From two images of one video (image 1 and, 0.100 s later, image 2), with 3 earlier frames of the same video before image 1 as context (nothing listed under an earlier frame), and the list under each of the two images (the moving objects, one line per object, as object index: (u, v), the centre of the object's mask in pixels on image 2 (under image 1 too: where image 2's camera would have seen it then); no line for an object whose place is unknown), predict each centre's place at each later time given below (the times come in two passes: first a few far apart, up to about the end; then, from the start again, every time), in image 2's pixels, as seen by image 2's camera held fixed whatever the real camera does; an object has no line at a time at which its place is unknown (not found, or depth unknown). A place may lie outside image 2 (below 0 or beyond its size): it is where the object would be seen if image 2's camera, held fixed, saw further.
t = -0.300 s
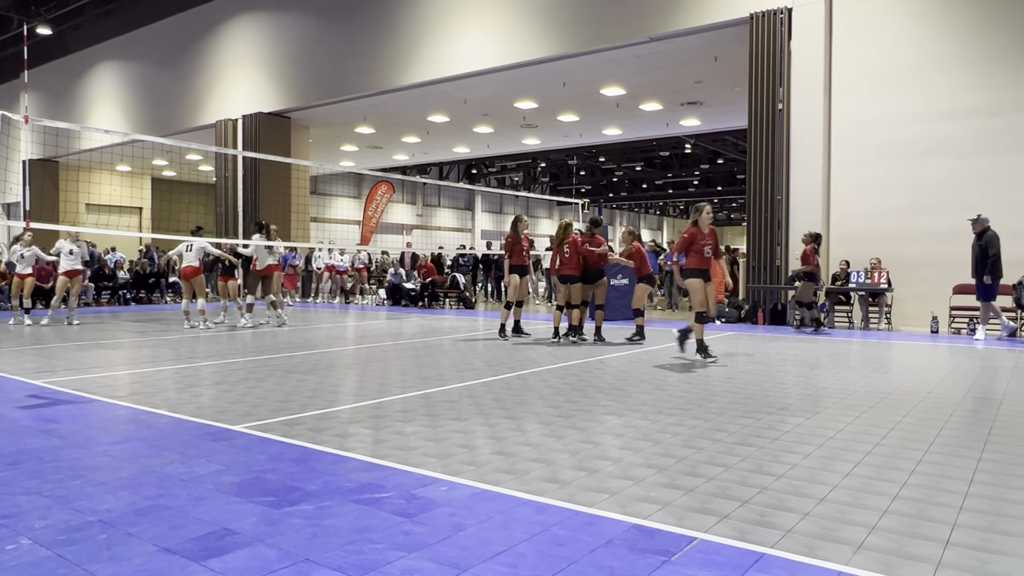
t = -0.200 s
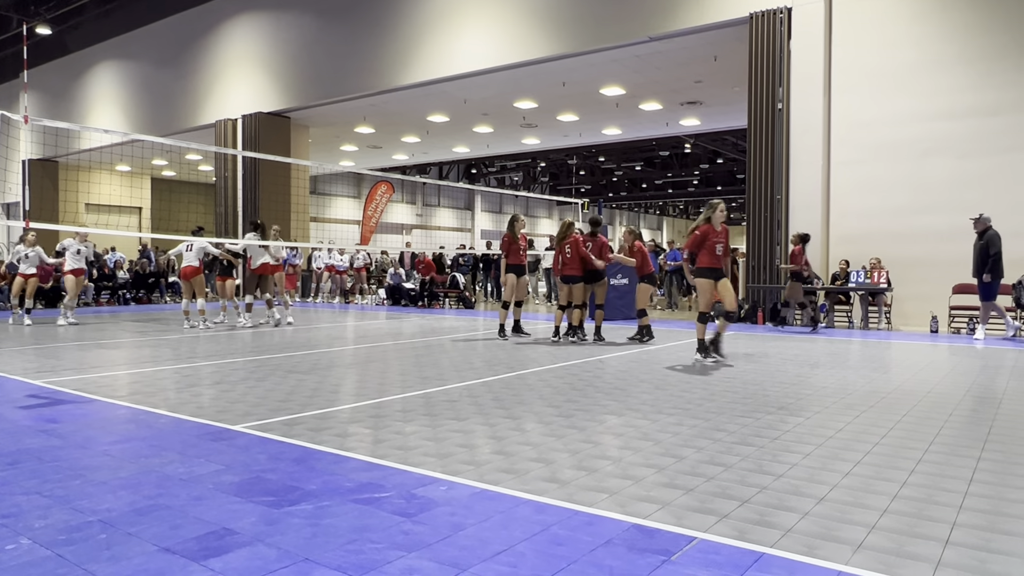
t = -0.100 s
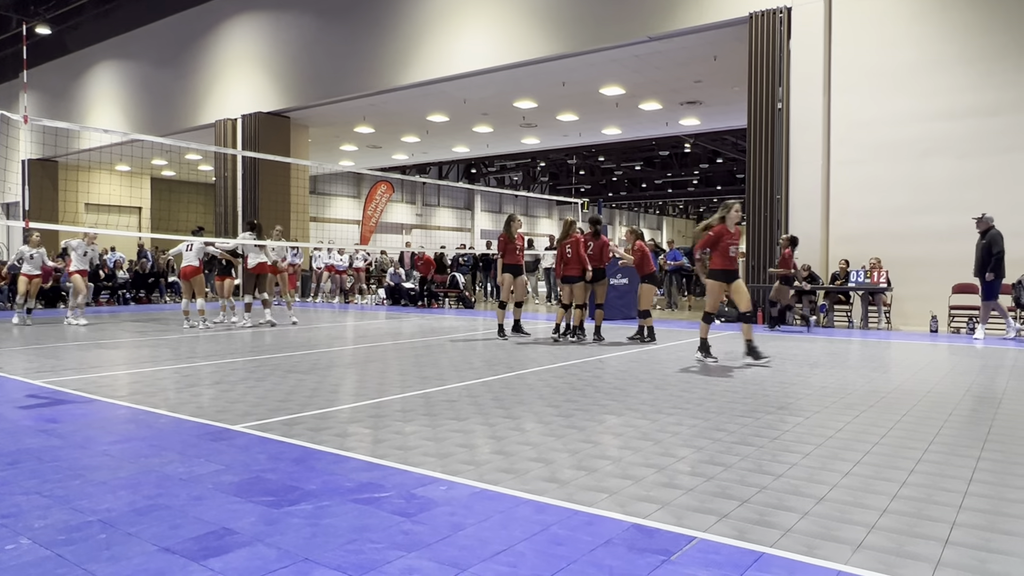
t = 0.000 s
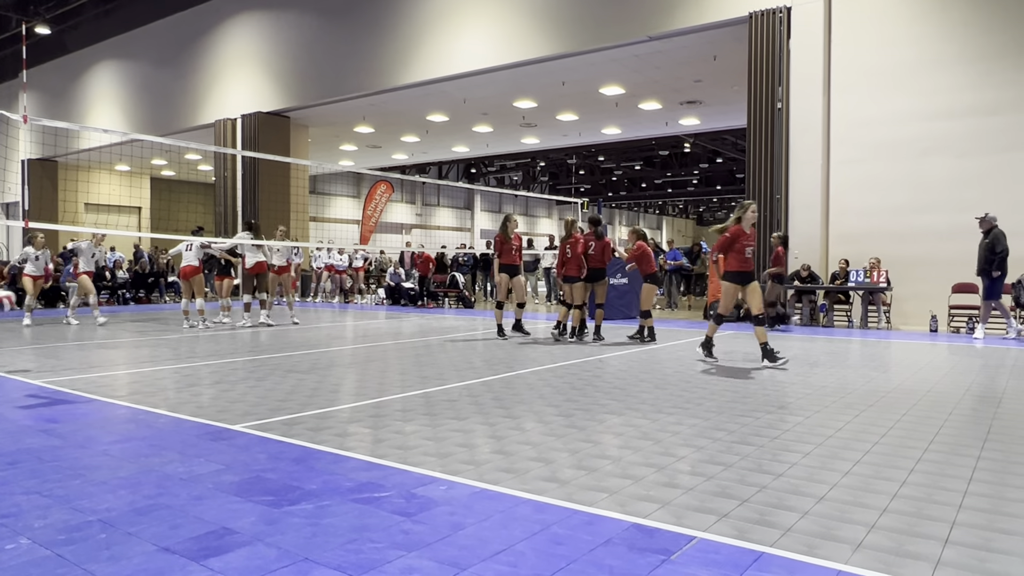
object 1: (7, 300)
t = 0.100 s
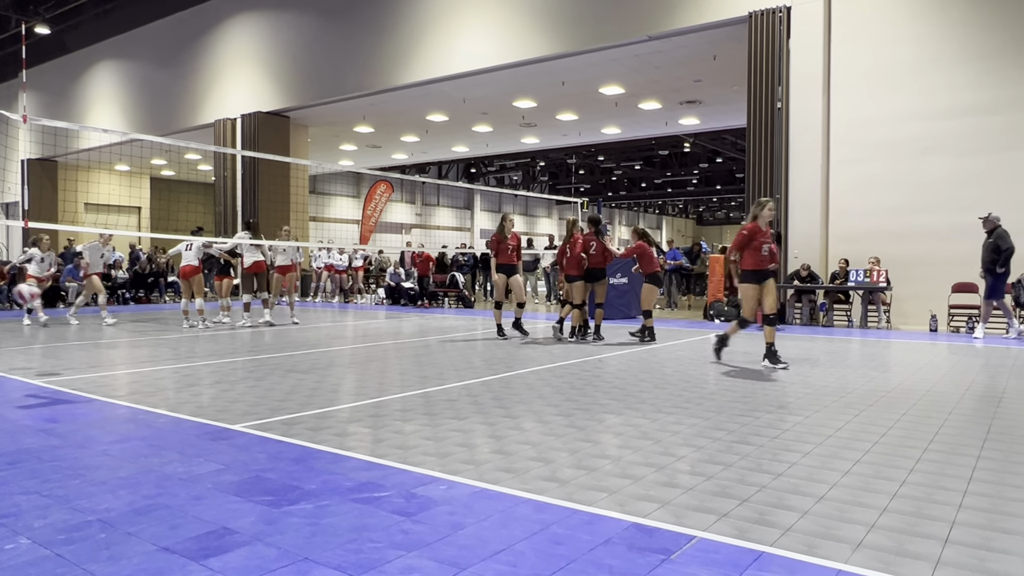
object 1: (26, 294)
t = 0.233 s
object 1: (61, 301)
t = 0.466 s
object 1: (124, 364)
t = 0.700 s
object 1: (195, 326)
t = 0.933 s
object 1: (271, 336)
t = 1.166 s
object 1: (355, 374)
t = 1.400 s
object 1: (447, 353)
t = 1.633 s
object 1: (546, 403)
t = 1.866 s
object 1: (657, 380)
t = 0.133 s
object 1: (35, 295)
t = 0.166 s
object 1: (43, 296)
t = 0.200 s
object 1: (52, 297)
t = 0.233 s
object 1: (61, 301)
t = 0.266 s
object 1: (70, 305)
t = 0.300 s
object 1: (78, 312)
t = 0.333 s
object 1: (88, 319)
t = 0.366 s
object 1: (95, 329)
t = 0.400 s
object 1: (105, 339)
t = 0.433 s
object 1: (114, 350)
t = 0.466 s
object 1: (124, 364)
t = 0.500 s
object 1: (134, 370)
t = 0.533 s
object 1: (144, 360)
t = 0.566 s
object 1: (154, 349)
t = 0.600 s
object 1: (163, 342)
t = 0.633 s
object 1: (174, 336)
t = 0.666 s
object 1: (184, 330)
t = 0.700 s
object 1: (195, 326)
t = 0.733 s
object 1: (206, 324)
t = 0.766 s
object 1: (217, 321)
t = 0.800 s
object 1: (226, 322)
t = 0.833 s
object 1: (239, 323)
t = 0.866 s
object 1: (249, 326)
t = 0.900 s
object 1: (259, 329)
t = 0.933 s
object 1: (271, 336)
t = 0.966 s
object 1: (283, 342)
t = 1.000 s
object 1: (294, 350)
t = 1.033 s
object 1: (307, 360)
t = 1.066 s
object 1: (319, 373)
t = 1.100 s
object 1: (331, 387)
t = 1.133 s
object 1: (343, 383)
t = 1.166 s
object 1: (355, 374)
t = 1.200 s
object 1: (368, 367)
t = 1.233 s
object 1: (379, 361)
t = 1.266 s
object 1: (393, 356)
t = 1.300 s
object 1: (407, 353)
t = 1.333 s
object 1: (419, 352)
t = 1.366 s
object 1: (432, 351)
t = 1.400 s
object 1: (447, 353)
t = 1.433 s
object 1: (460, 356)
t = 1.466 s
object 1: (475, 360)
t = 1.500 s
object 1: (487, 366)
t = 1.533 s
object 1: (502, 374)
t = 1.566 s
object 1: (517, 385)
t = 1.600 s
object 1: (532, 396)
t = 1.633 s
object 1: (546, 403)
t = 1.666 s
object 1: (562, 394)
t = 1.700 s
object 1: (577, 387)
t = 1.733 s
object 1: (592, 383)
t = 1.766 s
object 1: (608, 379)
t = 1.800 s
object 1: (624, 378)
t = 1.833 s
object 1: (640, 379)
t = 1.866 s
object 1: (657, 380)
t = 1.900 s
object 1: (674, 384)
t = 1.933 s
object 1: (691, 391)
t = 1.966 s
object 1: (708, 398)
